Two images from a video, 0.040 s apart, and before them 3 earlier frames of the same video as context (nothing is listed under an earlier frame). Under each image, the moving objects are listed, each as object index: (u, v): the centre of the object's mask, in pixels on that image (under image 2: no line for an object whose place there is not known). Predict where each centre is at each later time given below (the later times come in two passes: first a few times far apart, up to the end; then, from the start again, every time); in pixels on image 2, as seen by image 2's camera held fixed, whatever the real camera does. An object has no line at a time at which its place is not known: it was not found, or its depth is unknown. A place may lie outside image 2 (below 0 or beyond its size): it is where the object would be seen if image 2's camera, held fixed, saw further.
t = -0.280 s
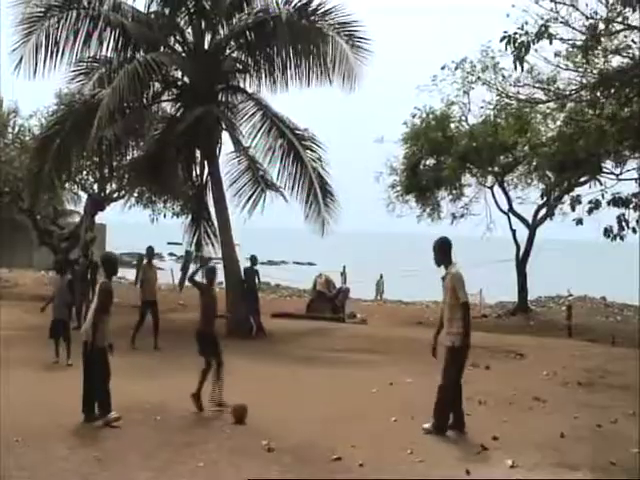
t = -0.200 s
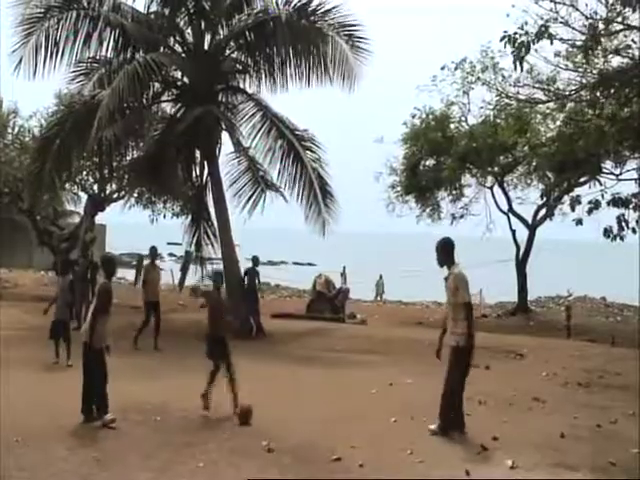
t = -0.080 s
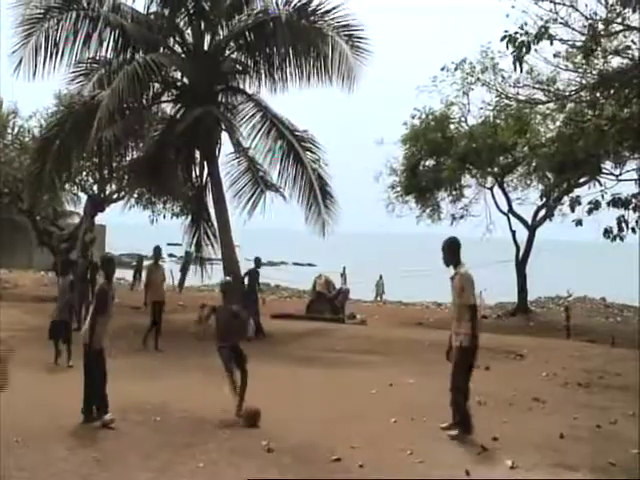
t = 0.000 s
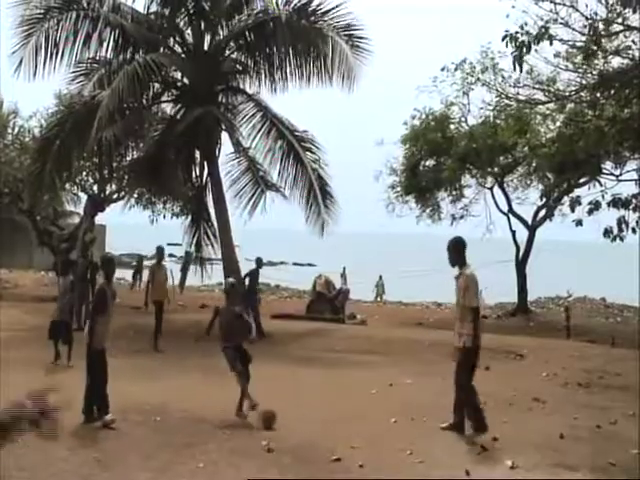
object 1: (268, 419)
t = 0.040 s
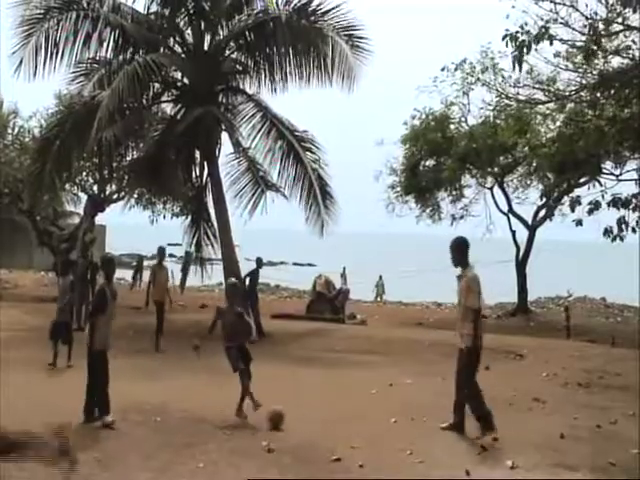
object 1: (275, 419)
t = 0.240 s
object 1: (310, 424)
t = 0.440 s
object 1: (347, 428)
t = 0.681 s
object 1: (391, 431)
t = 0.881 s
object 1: (427, 438)
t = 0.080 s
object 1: (282, 419)
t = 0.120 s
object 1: (289, 421)
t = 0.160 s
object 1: (296, 422)
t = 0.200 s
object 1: (303, 422)
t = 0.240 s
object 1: (310, 424)
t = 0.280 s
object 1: (317, 426)
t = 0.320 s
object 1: (326, 427)
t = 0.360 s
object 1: (333, 427)
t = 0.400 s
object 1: (340, 428)
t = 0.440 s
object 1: (347, 428)
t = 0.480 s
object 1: (355, 430)
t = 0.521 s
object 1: (362, 430)
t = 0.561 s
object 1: (369, 430)
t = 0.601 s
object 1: (376, 431)
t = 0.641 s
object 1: (384, 432)
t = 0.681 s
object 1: (391, 431)
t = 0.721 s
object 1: (398, 433)
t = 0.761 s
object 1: (405, 436)
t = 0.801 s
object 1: (412, 436)
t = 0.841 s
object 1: (420, 438)
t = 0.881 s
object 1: (427, 438)
